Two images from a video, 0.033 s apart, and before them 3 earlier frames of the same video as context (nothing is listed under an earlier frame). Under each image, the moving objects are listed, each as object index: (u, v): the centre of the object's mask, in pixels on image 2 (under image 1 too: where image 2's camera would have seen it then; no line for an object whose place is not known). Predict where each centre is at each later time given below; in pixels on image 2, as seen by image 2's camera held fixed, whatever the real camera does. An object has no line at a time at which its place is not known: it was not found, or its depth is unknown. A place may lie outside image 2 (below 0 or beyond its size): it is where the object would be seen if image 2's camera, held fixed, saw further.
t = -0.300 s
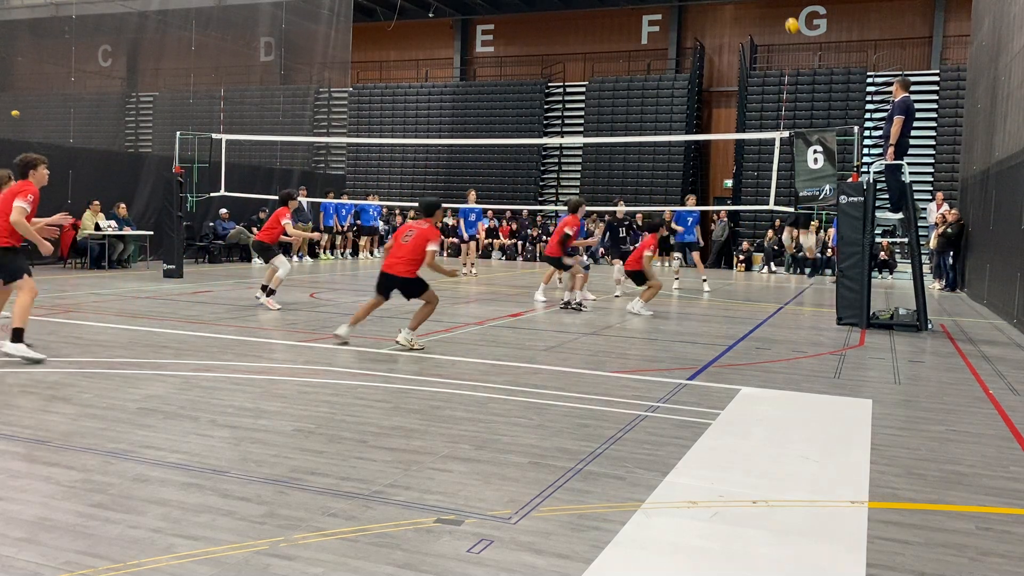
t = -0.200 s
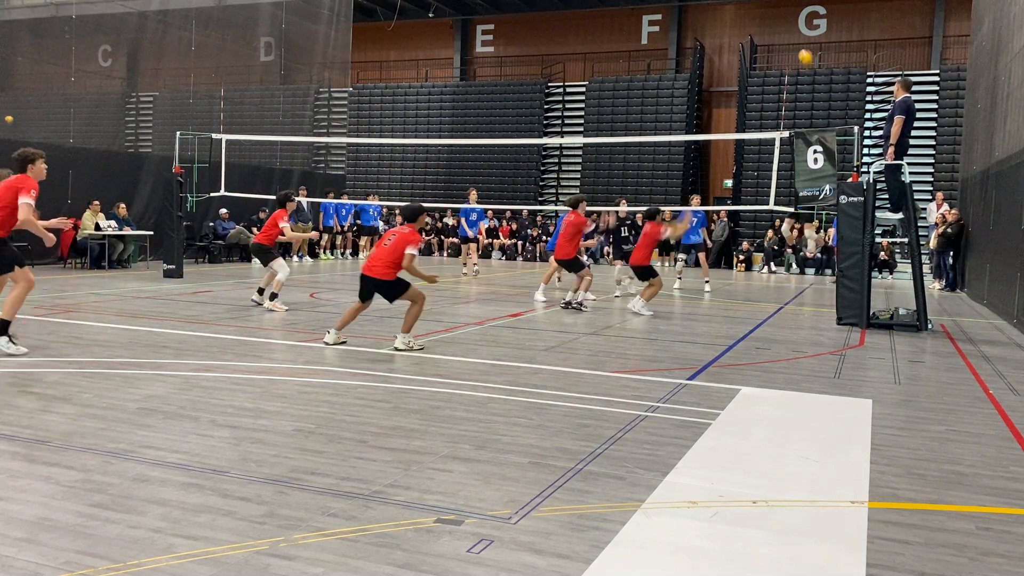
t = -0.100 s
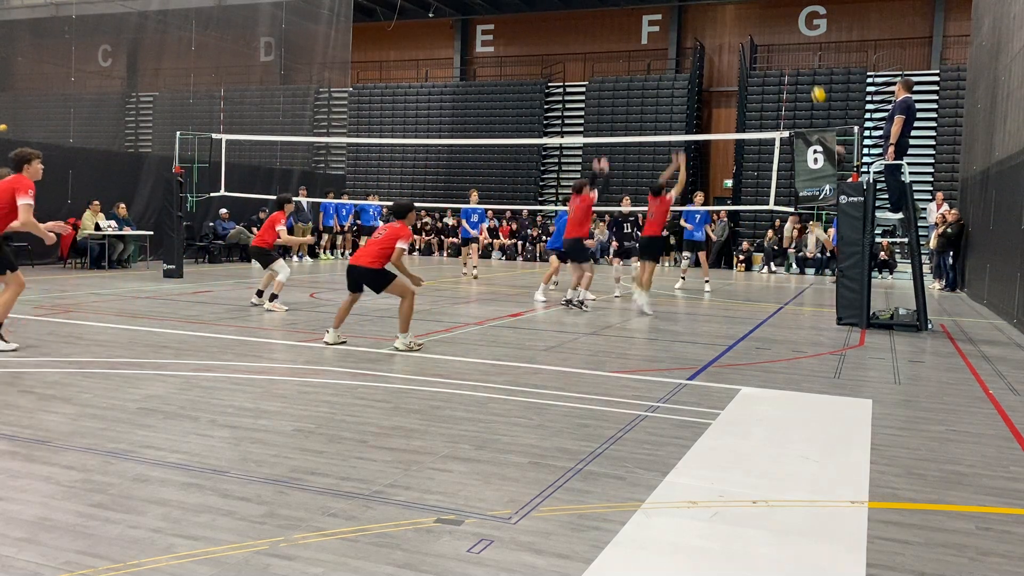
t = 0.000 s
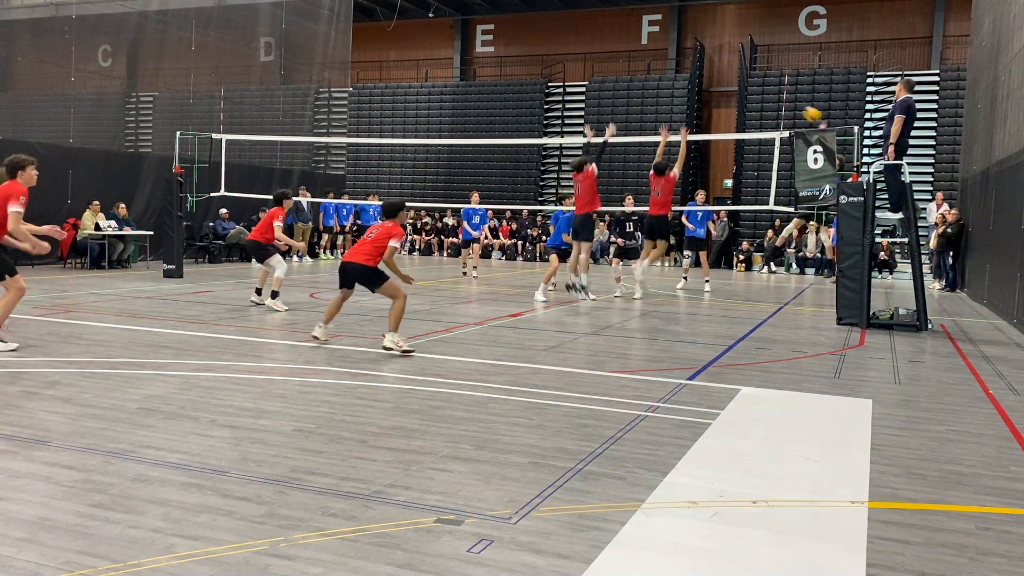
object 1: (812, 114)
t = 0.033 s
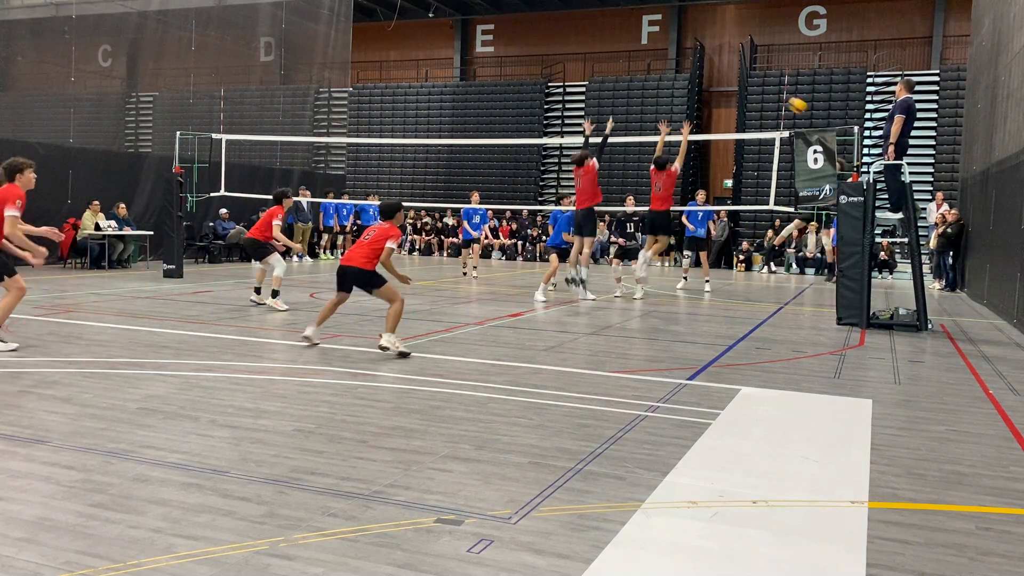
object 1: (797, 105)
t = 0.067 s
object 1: (782, 96)
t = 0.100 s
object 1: (765, 89)
